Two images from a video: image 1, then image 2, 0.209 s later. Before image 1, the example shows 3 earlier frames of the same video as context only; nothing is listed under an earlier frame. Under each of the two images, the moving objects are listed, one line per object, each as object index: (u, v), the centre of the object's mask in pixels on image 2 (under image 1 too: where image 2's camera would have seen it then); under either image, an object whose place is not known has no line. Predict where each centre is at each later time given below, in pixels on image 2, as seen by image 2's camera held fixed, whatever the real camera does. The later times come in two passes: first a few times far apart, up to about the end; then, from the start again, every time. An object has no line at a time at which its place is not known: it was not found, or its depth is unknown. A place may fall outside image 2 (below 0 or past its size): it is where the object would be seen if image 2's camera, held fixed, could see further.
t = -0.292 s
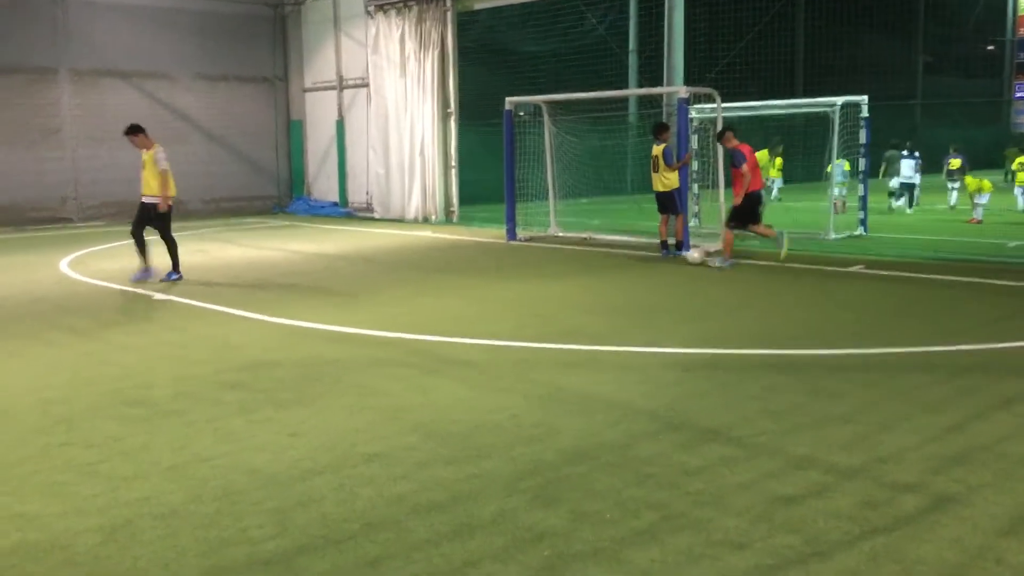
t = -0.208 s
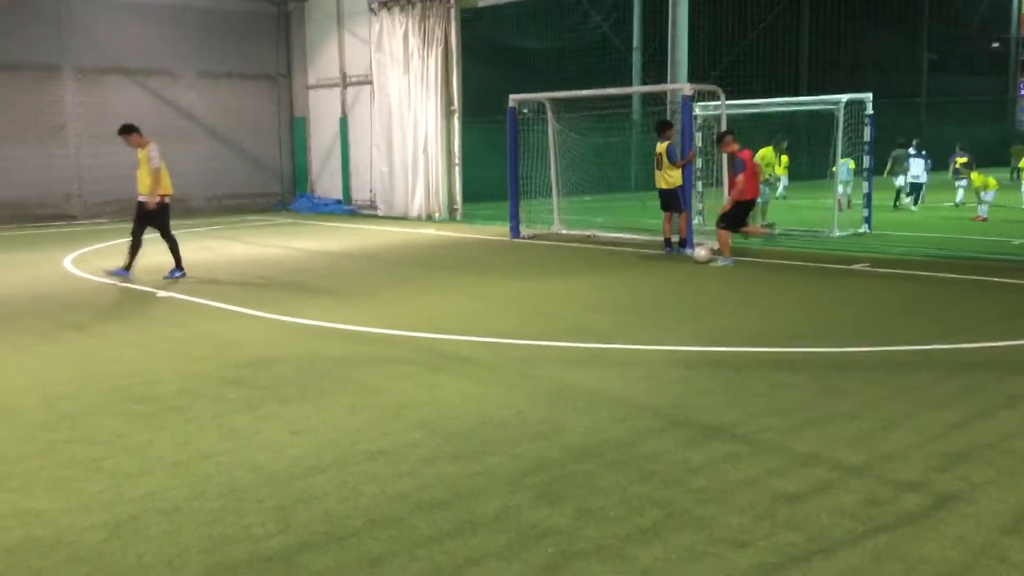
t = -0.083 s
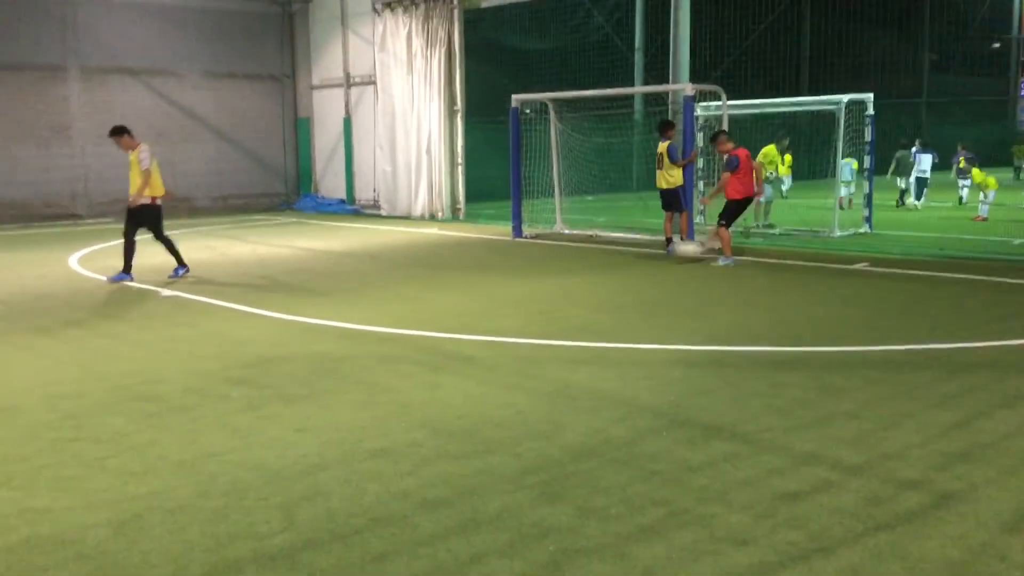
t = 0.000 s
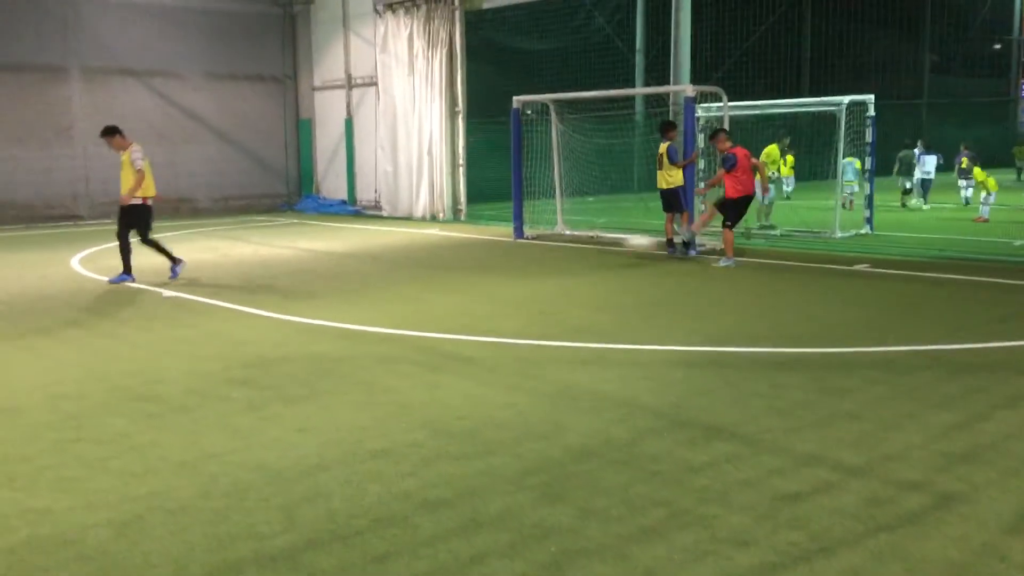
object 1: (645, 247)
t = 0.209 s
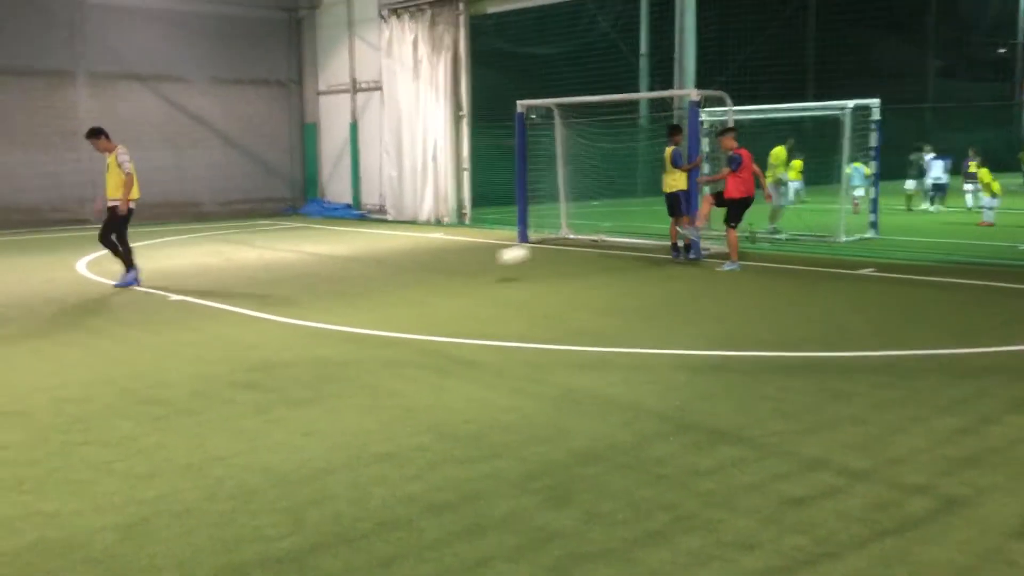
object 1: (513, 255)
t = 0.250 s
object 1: (485, 262)
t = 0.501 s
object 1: (343, 277)
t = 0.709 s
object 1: (232, 298)
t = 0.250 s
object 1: (485, 262)
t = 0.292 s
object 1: (457, 271)
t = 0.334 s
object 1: (429, 281)
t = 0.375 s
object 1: (406, 281)
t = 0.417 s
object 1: (386, 277)
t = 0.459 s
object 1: (364, 277)
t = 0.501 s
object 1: (343, 277)
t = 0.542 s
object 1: (320, 280)
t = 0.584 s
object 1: (299, 285)
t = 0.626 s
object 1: (276, 291)
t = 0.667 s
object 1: (252, 299)
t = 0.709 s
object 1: (232, 298)
